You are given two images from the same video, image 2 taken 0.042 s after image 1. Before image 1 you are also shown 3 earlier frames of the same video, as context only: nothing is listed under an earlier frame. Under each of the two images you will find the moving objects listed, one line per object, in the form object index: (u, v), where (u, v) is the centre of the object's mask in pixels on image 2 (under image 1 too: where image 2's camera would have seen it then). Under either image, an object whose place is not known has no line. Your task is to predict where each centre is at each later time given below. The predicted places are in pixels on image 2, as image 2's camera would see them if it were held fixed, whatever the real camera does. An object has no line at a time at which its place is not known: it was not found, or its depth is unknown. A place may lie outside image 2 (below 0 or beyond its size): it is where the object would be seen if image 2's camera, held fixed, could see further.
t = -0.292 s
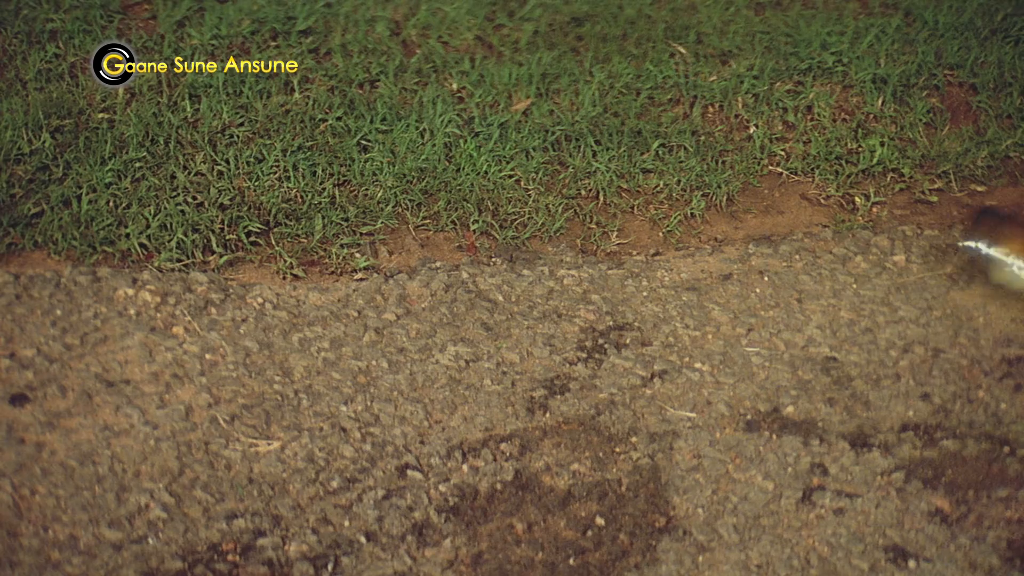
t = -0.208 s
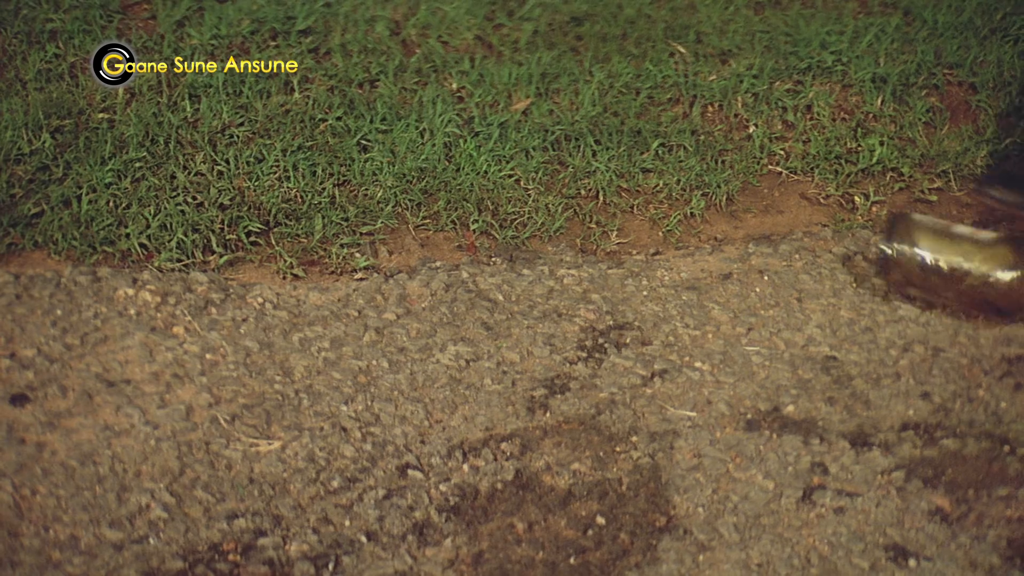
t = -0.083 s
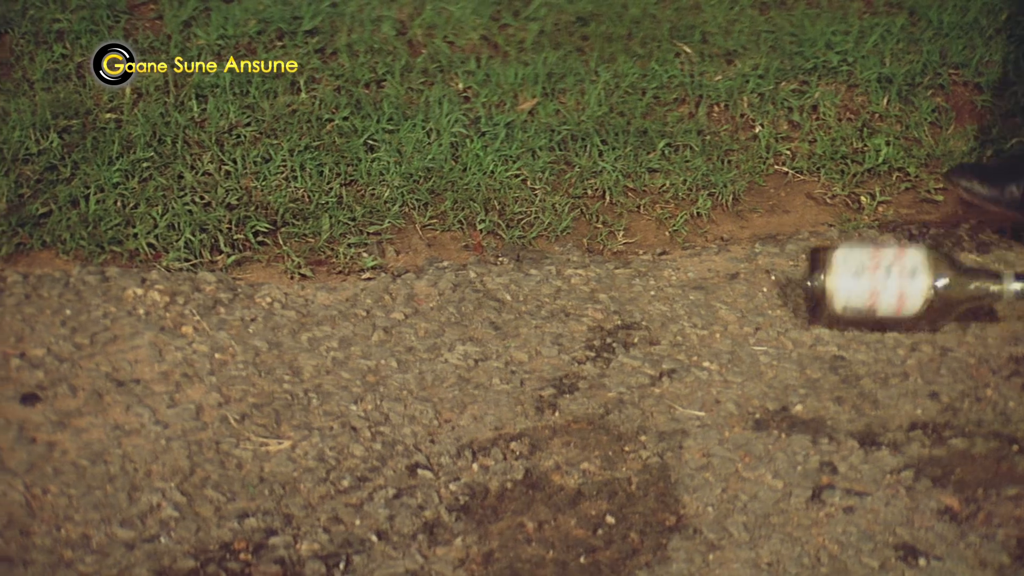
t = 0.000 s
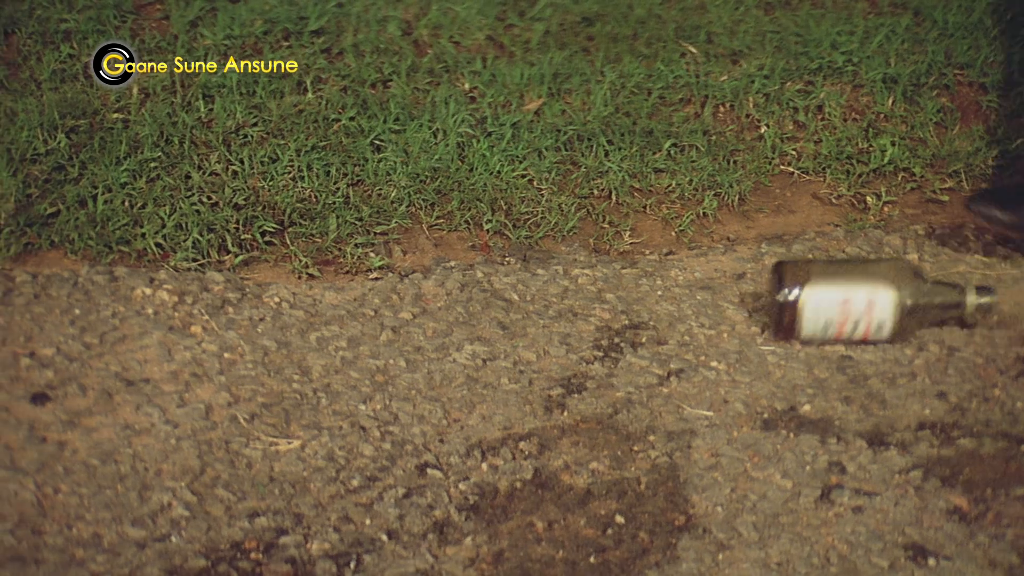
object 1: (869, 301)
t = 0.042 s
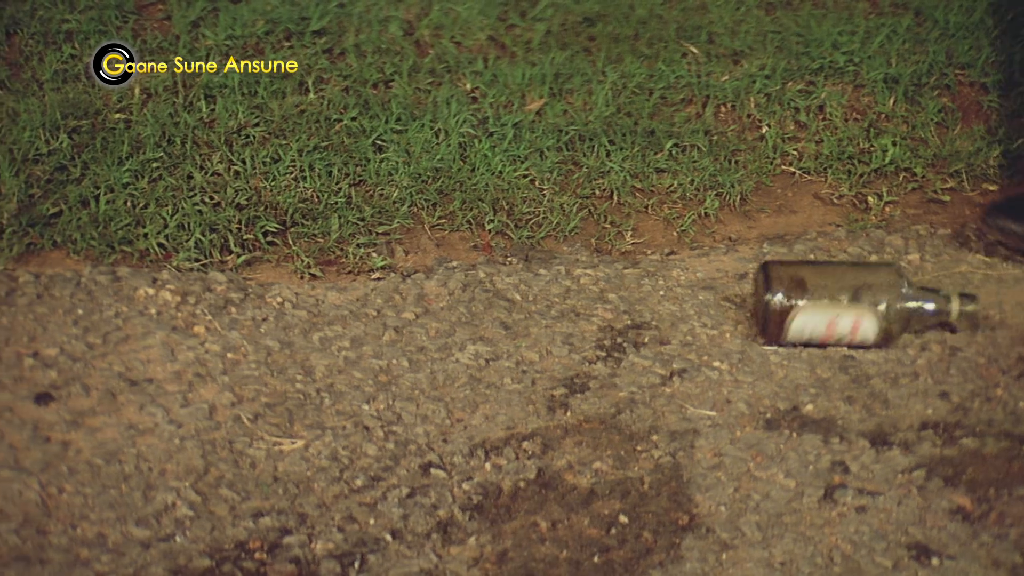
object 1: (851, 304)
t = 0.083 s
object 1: (835, 309)
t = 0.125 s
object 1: (825, 314)
